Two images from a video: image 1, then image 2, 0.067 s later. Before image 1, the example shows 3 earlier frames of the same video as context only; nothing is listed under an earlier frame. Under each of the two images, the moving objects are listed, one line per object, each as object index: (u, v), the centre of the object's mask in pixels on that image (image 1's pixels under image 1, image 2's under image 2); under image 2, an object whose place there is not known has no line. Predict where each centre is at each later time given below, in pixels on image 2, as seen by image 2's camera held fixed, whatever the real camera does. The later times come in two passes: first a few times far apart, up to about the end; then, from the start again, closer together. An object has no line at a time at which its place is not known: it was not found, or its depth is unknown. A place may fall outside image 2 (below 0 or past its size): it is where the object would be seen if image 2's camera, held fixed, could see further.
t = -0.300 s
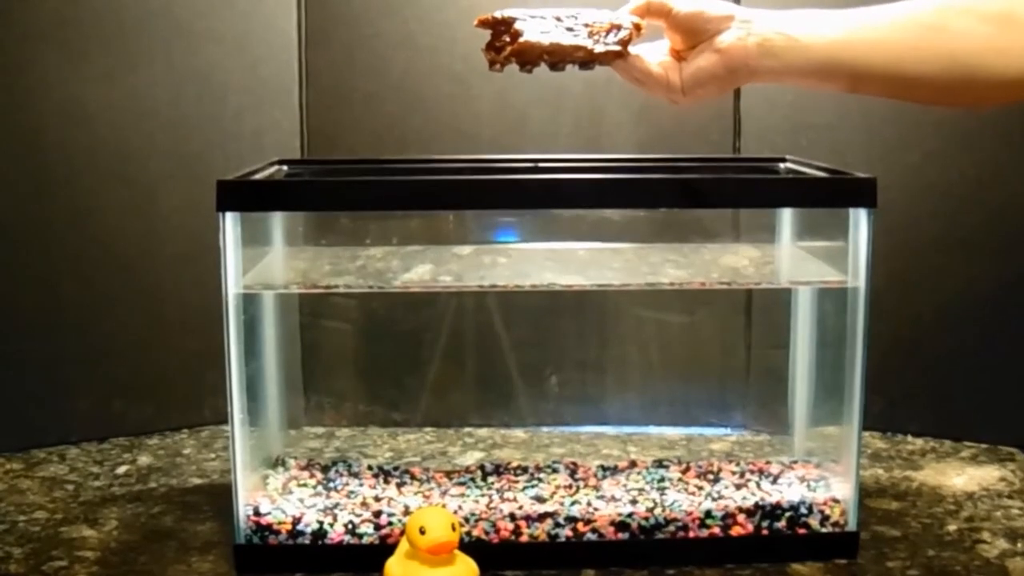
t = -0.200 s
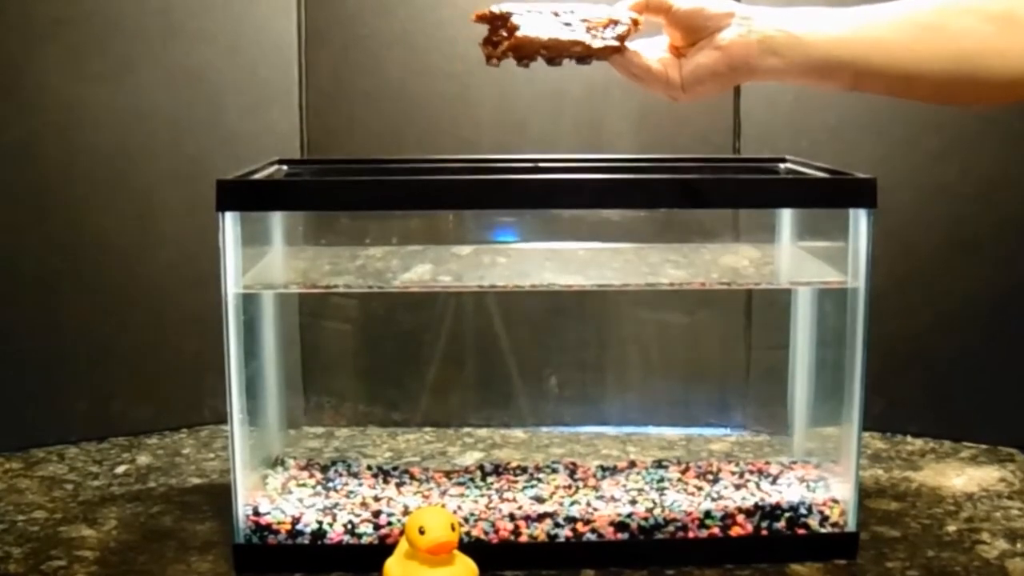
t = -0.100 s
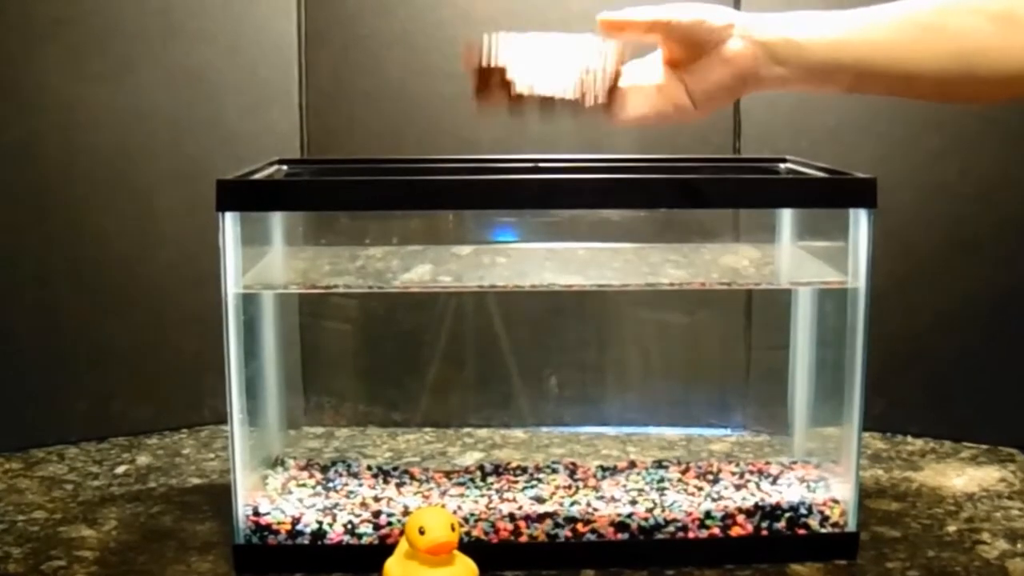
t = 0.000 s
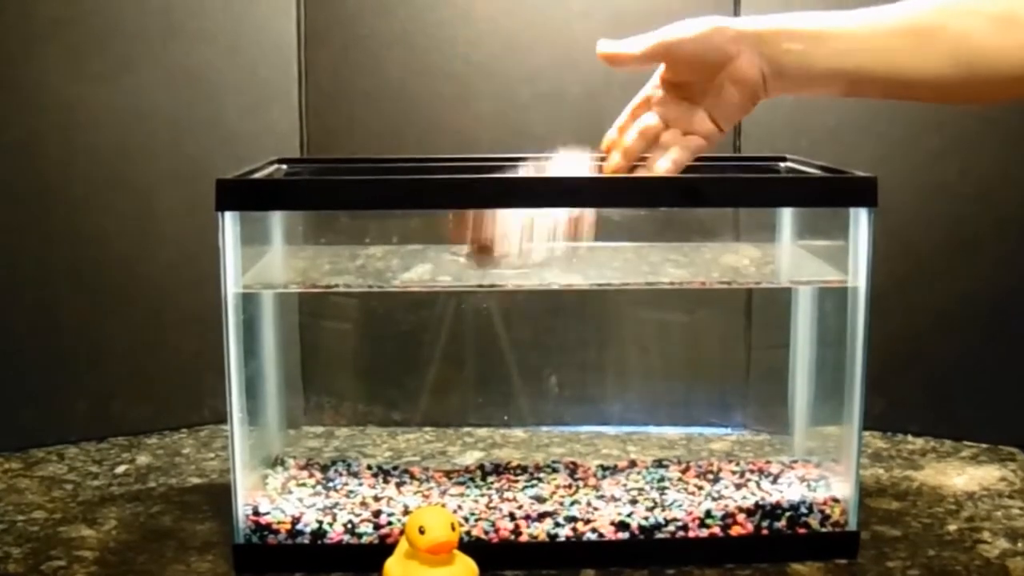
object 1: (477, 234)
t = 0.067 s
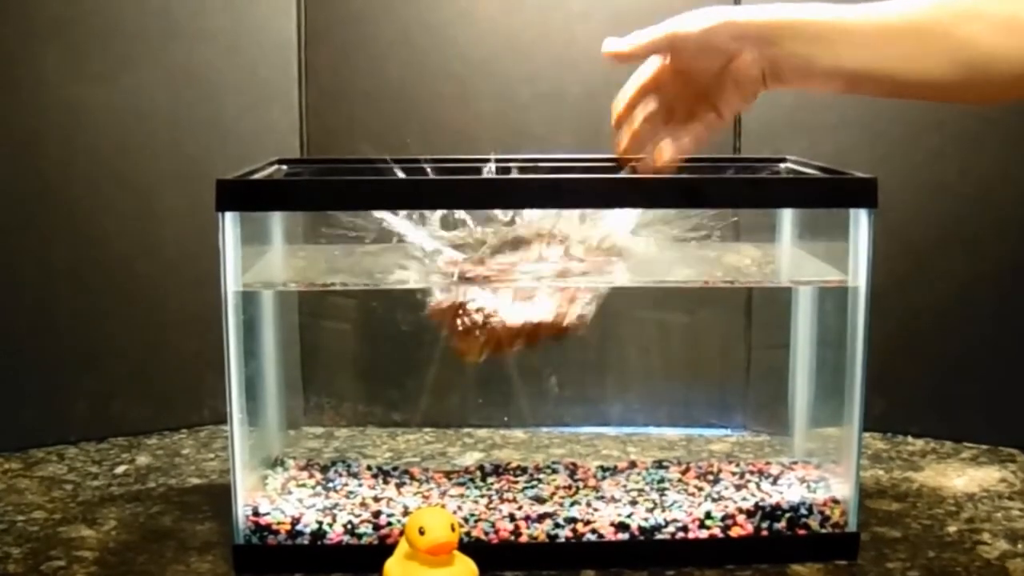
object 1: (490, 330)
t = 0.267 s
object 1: (473, 360)
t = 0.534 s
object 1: (466, 395)
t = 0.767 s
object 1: (456, 424)
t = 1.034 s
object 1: (484, 474)
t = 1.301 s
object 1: (482, 483)
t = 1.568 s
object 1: (483, 483)
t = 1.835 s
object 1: (483, 483)
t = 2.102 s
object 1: (483, 483)
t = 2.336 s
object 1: (483, 483)
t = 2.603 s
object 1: (483, 482)
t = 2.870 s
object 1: (483, 483)
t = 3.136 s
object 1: (483, 483)
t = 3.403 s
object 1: (483, 483)
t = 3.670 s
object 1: (483, 483)
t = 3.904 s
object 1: (482, 483)
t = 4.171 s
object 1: (483, 483)
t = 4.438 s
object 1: (483, 483)
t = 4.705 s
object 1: (483, 482)
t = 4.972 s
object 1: (483, 483)
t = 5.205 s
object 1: (482, 483)
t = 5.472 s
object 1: (483, 483)
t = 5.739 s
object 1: (483, 483)
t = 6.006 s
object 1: (483, 482)
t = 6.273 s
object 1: (483, 482)
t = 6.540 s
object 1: (483, 483)
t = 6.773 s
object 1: (483, 482)
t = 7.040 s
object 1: (483, 482)
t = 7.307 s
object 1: (483, 482)
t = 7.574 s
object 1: (483, 482)
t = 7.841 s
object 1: (483, 482)
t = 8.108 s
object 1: (483, 482)
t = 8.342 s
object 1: (483, 482)
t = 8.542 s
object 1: (483, 483)
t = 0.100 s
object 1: (489, 339)
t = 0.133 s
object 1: (482, 343)
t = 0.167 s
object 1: (479, 349)
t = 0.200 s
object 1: (477, 354)
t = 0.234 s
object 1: (475, 357)
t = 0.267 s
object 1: (473, 360)
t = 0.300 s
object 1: (472, 363)
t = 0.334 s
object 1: (469, 366)
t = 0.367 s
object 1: (470, 370)
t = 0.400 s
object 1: (470, 374)
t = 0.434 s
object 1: (468, 378)
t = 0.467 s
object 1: (469, 383)
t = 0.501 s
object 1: (467, 389)
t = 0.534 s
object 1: (466, 395)
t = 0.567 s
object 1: (465, 402)
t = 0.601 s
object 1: (463, 406)
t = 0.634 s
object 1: (463, 411)
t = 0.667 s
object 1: (460, 415)
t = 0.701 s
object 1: (459, 418)
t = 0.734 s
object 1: (456, 419)
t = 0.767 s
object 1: (456, 424)
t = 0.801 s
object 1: (456, 429)
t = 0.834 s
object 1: (461, 441)
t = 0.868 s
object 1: (474, 453)
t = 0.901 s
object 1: (477, 458)
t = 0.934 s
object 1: (479, 463)
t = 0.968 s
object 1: (482, 467)
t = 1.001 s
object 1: (484, 470)
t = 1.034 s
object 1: (484, 474)
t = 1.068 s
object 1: (484, 476)
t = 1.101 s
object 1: (485, 478)
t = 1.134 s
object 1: (484, 479)
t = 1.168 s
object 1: (484, 480)
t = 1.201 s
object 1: (484, 481)
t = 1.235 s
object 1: (483, 481)
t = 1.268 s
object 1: (482, 482)
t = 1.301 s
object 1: (482, 483)
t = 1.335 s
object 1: (482, 483)
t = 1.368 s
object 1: (482, 483)
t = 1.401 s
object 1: (482, 482)
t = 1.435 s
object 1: (482, 483)
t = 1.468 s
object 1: (483, 483)
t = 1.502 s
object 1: (482, 483)
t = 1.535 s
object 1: (482, 483)
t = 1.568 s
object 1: (483, 483)
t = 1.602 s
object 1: (483, 483)
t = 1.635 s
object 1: (483, 483)
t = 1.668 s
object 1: (483, 483)
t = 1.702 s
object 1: (483, 483)
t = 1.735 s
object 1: (483, 483)
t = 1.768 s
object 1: (483, 483)
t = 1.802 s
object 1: (483, 483)
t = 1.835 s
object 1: (483, 483)
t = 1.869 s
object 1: (483, 483)
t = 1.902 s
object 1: (483, 483)
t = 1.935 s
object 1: (483, 483)
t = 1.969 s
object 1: (483, 483)
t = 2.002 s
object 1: (483, 483)
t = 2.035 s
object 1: (483, 483)
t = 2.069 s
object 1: (483, 483)
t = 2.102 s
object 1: (483, 483)
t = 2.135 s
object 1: (483, 483)
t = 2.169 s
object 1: (483, 483)
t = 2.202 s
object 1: (483, 483)
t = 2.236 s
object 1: (483, 483)
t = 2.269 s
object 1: (483, 483)
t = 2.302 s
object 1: (483, 483)
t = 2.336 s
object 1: (483, 483)
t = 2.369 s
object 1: (483, 483)
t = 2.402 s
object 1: (483, 483)
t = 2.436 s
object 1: (483, 483)
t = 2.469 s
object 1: (483, 483)
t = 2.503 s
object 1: (483, 483)
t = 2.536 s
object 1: (483, 483)
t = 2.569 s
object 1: (483, 483)
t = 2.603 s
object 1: (483, 482)
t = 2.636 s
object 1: (483, 483)
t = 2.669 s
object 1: (483, 483)
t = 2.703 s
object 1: (483, 483)
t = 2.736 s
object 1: (483, 483)
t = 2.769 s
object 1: (483, 483)
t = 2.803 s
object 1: (482, 483)
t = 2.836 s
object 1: (482, 483)
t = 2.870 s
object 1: (483, 483)
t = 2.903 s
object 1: (483, 483)
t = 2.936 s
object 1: (483, 483)
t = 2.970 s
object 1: (483, 483)
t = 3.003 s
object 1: (483, 483)
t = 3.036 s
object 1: (483, 483)
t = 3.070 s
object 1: (483, 483)
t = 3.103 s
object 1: (483, 483)
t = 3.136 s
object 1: (483, 483)
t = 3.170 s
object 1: (482, 483)
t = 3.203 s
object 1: (483, 483)
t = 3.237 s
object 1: (483, 483)
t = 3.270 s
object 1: (483, 483)
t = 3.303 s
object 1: (483, 483)
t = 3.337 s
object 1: (483, 483)
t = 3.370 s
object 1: (483, 483)
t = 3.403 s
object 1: (483, 483)
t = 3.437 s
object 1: (483, 483)
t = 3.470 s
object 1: (483, 483)
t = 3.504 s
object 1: (483, 483)
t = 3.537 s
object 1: (483, 483)
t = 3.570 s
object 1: (483, 483)
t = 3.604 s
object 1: (483, 483)
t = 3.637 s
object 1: (483, 483)
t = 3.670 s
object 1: (483, 483)
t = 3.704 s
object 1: (483, 483)
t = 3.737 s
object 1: (483, 483)
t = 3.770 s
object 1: (483, 483)
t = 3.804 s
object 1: (483, 483)
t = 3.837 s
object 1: (483, 483)
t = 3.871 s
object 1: (483, 483)
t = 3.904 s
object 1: (482, 483)
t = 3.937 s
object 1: (482, 483)
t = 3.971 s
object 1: (483, 483)
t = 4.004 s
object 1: (483, 483)
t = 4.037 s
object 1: (483, 483)
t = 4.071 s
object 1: (483, 483)
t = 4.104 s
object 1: (483, 483)
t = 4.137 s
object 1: (483, 483)
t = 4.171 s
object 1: (483, 483)
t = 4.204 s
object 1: (483, 483)
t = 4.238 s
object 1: (483, 483)
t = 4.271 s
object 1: (483, 483)
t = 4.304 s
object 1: (483, 483)
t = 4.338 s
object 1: (483, 482)
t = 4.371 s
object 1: (483, 482)
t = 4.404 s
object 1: (483, 482)
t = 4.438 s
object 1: (483, 483)
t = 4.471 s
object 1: (483, 483)
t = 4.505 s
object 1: (483, 483)
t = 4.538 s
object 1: (483, 483)
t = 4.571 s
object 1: (483, 483)
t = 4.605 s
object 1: (483, 483)
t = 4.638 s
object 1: (483, 483)
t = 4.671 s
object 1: (483, 482)
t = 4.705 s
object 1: (483, 482)
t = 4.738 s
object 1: (483, 483)
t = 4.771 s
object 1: (483, 483)
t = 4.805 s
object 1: (483, 483)
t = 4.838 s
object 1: (483, 483)
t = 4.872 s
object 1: (483, 483)
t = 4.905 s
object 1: (483, 483)
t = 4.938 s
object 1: (483, 483)
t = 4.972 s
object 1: (483, 483)
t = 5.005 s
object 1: (483, 483)
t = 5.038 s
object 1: (483, 483)
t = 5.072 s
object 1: (482, 483)
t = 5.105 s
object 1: (482, 483)
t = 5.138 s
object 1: (482, 483)
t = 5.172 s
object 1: (482, 483)
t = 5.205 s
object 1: (482, 483)
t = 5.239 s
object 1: (482, 483)
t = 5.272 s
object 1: (482, 483)
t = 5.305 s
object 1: (482, 483)
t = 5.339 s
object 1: (483, 483)
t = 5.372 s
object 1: (483, 483)
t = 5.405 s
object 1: (483, 483)
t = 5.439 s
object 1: (483, 483)
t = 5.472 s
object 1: (483, 483)
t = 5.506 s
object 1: (482, 483)
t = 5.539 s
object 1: (482, 483)
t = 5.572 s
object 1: (482, 483)
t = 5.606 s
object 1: (483, 483)
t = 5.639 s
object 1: (483, 483)
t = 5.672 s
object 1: (483, 483)
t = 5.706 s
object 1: (483, 483)
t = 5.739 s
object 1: (483, 483)
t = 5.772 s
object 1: (483, 483)
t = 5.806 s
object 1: (483, 483)
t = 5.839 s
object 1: (483, 482)
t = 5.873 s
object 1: (483, 482)
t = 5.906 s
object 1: (483, 482)
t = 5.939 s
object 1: (483, 482)
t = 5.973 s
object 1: (483, 482)
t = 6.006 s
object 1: (483, 482)
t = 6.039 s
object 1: (483, 482)
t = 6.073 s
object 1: (483, 483)
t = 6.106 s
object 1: (483, 483)
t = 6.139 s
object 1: (483, 483)
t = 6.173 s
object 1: (483, 483)
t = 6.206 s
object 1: (483, 483)
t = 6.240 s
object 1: (483, 482)
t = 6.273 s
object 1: (483, 482)
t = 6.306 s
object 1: (483, 482)
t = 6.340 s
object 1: (483, 482)
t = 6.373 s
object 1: (483, 482)
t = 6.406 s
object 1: (483, 482)
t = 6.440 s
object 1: (483, 482)
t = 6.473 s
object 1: (483, 482)
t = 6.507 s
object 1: (483, 482)
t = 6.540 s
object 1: (483, 483)
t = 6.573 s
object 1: (482, 482)
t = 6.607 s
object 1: (482, 482)
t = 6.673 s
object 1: (482, 482)
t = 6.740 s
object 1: (483, 482)
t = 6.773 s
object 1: (483, 482)
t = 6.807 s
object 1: (483, 482)
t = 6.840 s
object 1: (484, 481)
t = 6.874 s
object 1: (483, 482)
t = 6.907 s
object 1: (483, 482)
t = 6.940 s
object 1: (483, 482)
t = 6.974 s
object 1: (483, 483)
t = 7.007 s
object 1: (483, 483)
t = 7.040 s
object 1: (483, 482)
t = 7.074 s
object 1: (483, 482)
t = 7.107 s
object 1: (483, 482)
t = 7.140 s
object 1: (482, 482)
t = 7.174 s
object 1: (482, 482)
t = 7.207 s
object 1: (482, 482)
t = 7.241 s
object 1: (483, 482)
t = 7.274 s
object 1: (483, 482)
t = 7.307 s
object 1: (483, 482)
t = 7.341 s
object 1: (483, 482)
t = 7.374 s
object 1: (483, 482)
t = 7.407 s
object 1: (483, 482)
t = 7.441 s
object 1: (483, 482)
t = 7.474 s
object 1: (483, 482)
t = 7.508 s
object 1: (483, 482)
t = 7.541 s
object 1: (483, 482)
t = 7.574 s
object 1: (483, 482)
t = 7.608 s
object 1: (483, 482)
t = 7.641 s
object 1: (483, 483)
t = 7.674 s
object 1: (483, 482)
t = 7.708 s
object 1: (483, 483)
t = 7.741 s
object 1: (483, 482)
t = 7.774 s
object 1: (483, 482)
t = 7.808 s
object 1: (483, 482)
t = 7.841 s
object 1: (483, 482)
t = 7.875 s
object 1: (483, 482)
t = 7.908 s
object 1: (483, 482)
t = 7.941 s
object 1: (483, 482)
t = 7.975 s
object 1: (483, 482)
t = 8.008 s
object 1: (483, 482)
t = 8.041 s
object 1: (483, 482)
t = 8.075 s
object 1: (483, 482)
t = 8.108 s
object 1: (483, 482)
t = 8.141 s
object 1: (483, 482)
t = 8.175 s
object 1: (483, 482)
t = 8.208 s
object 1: (483, 482)
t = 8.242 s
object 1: (483, 482)
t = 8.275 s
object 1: (483, 482)
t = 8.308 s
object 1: (482, 482)
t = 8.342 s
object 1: (483, 482)
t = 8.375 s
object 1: (483, 482)
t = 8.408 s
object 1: (483, 482)
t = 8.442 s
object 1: (483, 482)
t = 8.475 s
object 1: (483, 482)
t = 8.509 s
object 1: (483, 483)
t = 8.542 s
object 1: (483, 483)
